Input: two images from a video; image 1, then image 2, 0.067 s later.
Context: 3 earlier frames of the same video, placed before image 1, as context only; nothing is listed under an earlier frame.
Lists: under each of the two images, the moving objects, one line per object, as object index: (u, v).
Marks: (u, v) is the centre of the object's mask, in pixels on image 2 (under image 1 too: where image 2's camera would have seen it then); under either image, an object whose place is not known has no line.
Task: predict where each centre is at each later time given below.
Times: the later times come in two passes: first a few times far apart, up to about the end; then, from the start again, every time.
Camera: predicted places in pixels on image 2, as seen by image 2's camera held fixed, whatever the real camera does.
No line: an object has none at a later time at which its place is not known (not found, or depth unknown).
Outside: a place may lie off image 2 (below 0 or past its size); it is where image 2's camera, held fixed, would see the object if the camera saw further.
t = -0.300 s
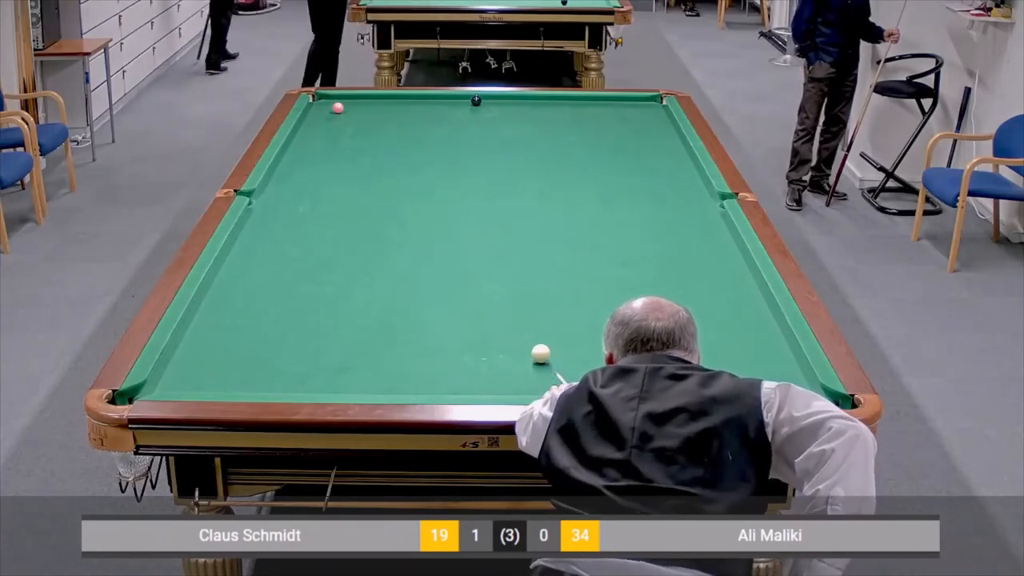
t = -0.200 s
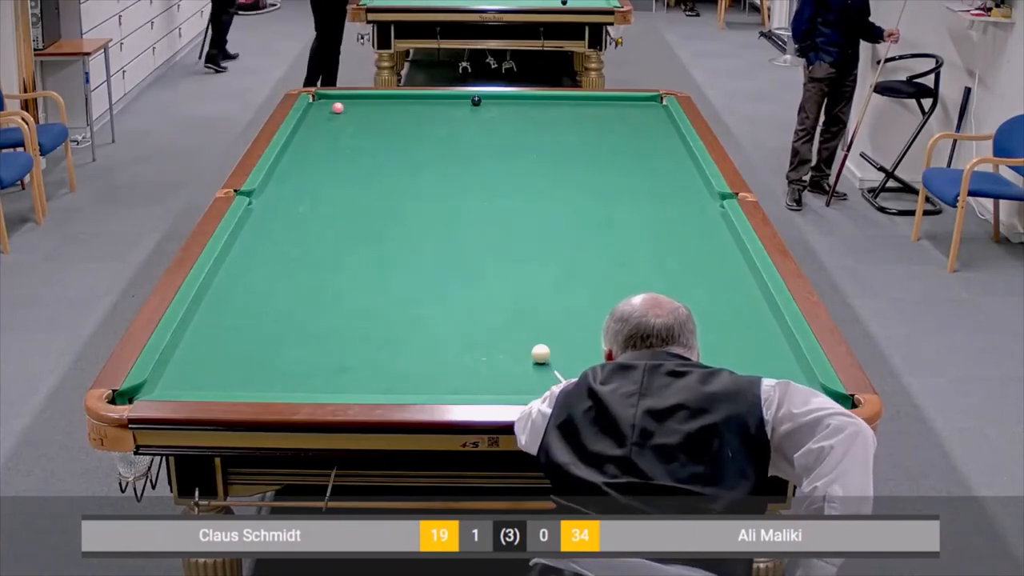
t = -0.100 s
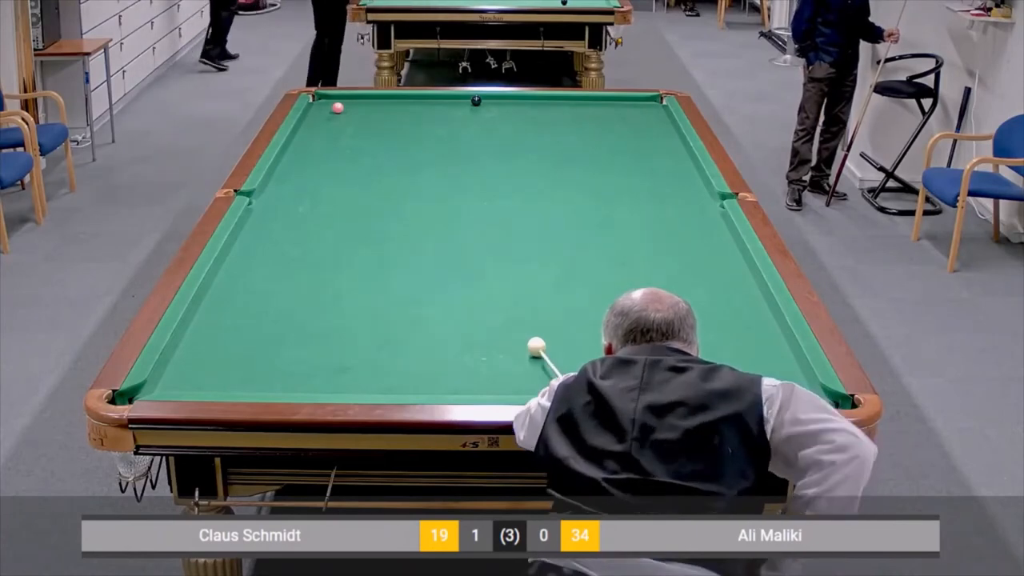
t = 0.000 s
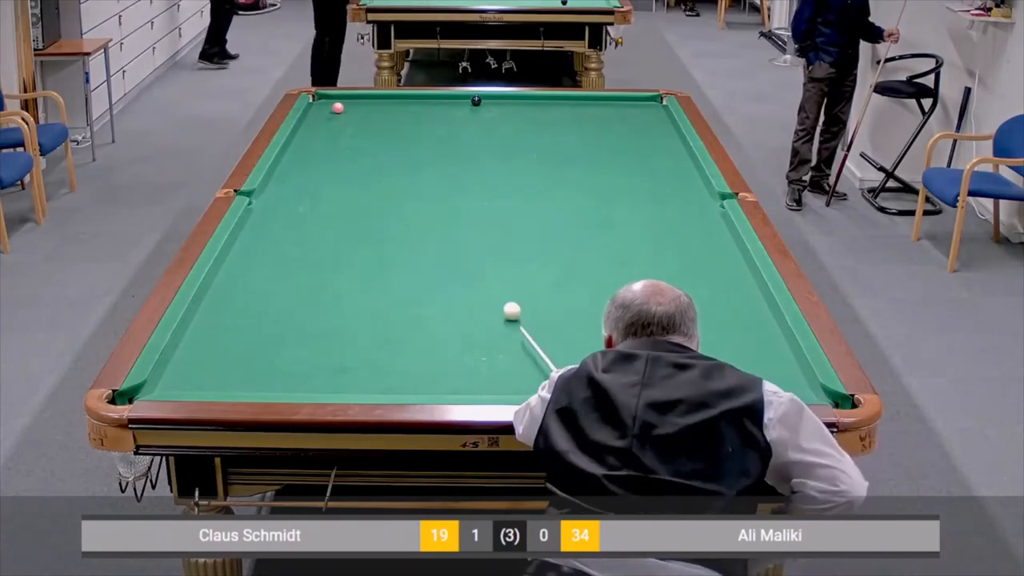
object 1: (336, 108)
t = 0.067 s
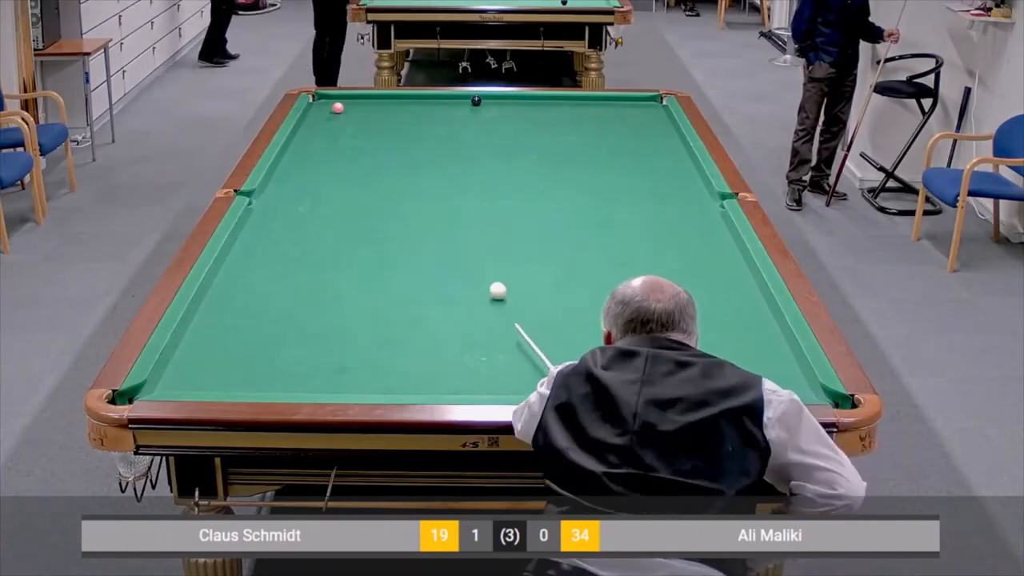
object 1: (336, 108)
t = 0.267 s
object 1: (336, 108)
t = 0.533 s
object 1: (336, 108)
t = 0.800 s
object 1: (336, 108)
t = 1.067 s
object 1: (336, 108)
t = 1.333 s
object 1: (336, 108)
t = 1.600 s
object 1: (307, 115)
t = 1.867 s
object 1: (329, 121)
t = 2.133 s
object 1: (352, 128)
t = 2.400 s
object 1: (376, 135)
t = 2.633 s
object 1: (397, 141)
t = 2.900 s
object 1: (421, 147)
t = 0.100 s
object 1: (336, 108)
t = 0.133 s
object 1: (336, 108)
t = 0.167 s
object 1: (336, 108)
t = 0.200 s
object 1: (336, 108)
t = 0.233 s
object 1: (336, 108)
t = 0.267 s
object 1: (336, 108)
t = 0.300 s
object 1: (336, 108)
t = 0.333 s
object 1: (336, 108)
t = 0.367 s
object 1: (336, 108)
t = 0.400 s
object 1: (336, 108)
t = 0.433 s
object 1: (336, 108)
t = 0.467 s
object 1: (336, 108)
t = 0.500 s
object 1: (336, 108)
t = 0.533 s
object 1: (336, 108)
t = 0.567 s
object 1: (336, 108)
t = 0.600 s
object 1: (336, 108)
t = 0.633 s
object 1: (336, 108)
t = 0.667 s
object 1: (336, 108)
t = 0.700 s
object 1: (336, 108)
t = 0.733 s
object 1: (336, 108)
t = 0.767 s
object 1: (336, 108)
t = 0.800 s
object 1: (336, 108)
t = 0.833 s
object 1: (336, 108)
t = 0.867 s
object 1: (336, 108)
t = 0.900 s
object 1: (336, 108)
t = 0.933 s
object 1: (336, 108)
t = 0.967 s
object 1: (336, 108)
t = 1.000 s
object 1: (336, 108)
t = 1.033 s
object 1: (336, 108)
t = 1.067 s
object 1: (336, 108)
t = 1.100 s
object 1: (336, 108)
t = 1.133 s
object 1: (336, 108)
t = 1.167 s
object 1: (336, 108)
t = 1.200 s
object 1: (336, 108)
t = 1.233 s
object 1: (336, 108)
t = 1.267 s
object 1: (336, 108)
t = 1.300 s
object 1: (336, 108)
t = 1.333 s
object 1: (336, 108)
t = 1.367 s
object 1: (336, 108)
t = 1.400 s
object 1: (336, 108)
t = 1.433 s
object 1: (336, 108)
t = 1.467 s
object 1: (333, 109)
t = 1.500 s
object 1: (326, 110)
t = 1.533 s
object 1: (319, 112)
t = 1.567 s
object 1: (313, 113)
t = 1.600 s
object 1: (307, 115)
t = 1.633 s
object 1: (307, 116)
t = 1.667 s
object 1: (311, 117)
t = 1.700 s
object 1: (314, 117)
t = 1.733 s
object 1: (317, 118)
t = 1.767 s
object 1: (320, 119)
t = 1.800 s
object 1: (323, 120)
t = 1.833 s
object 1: (326, 121)
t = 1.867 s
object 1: (329, 121)
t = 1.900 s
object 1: (332, 122)
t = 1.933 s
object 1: (335, 123)
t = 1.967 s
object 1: (338, 124)
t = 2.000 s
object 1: (341, 125)
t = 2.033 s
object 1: (343, 126)
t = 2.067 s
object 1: (346, 127)
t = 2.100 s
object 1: (349, 128)
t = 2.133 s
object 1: (352, 128)
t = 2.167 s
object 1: (355, 129)
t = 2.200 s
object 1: (358, 130)
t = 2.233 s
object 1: (361, 131)
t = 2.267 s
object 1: (364, 132)
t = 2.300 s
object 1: (367, 132)
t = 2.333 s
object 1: (370, 133)
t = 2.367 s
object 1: (373, 134)
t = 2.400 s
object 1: (376, 135)
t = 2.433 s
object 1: (379, 136)
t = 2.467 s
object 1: (382, 137)
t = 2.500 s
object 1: (385, 137)
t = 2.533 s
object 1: (388, 138)
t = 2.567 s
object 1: (391, 139)
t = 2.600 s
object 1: (394, 140)
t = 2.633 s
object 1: (397, 141)
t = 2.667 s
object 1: (400, 141)
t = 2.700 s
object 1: (403, 142)
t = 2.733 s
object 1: (406, 143)
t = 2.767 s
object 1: (409, 144)
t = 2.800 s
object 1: (412, 145)
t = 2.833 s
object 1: (415, 146)
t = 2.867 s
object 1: (418, 147)
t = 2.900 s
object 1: (421, 147)
